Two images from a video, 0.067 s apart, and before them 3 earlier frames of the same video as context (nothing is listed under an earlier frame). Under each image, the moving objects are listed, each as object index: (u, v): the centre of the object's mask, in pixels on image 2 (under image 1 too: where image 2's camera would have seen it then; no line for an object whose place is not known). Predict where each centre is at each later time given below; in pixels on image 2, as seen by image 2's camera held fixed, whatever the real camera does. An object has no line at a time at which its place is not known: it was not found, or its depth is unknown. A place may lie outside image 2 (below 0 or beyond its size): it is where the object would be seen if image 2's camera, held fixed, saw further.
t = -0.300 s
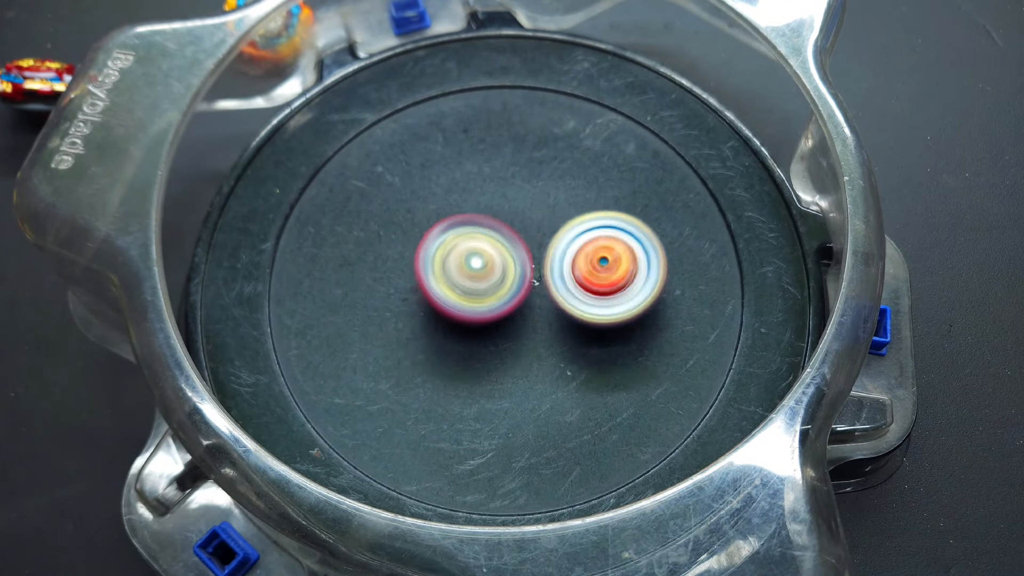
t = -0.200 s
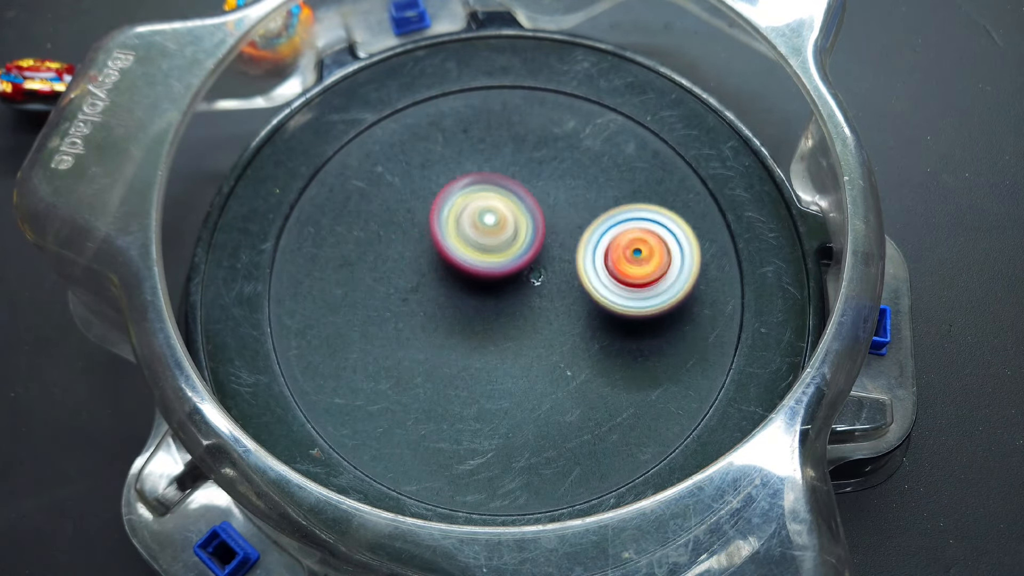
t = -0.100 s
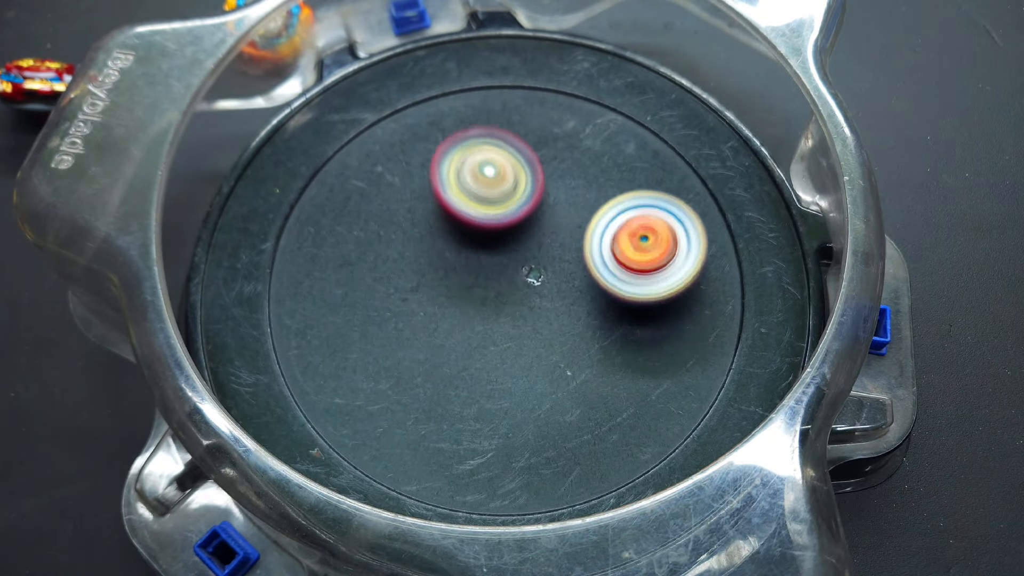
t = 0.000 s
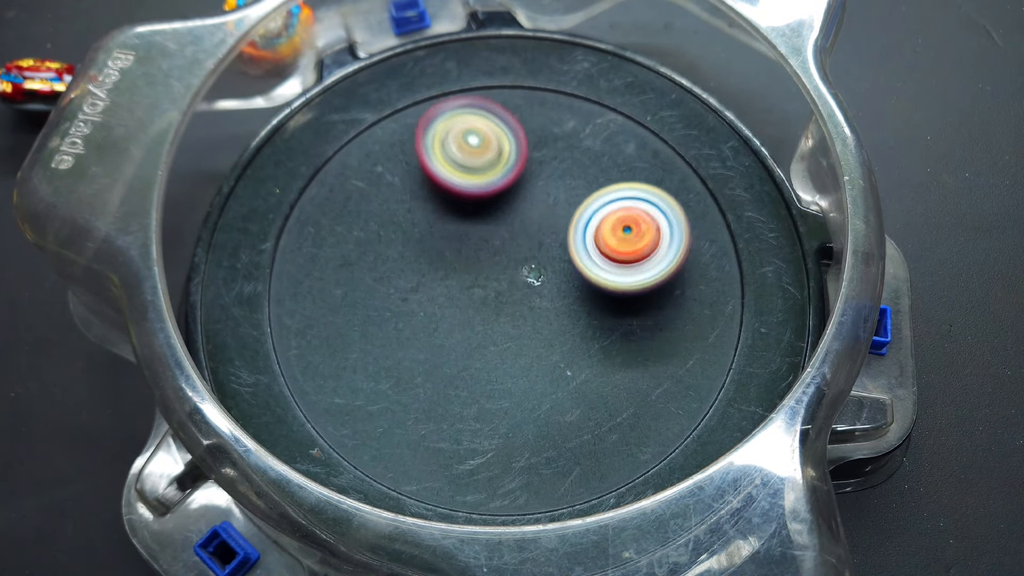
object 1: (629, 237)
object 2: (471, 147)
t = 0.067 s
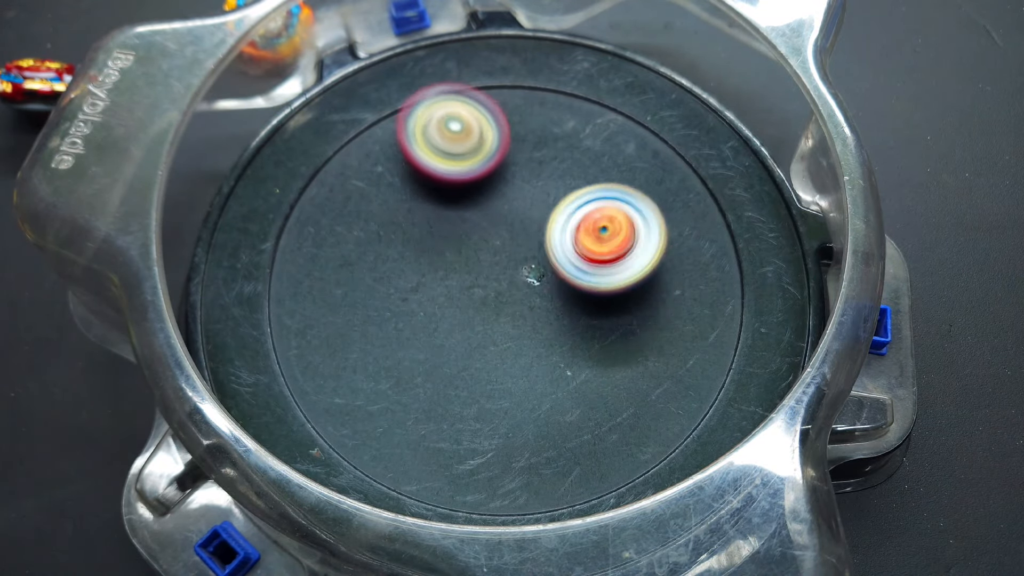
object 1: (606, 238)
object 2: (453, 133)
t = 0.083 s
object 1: (599, 239)
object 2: (447, 131)
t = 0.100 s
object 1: (593, 241)
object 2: (441, 128)
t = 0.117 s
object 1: (586, 245)
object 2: (436, 127)
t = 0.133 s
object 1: (581, 249)
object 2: (429, 125)
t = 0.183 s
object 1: (563, 263)
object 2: (409, 124)
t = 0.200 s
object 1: (558, 269)
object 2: (403, 124)
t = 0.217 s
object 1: (554, 275)
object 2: (397, 126)
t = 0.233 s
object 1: (551, 282)
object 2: (390, 128)
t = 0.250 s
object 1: (547, 288)
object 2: (384, 132)
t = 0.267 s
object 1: (545, 293)
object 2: (378, 136)
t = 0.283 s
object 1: (544, 299)
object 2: (373, 142)
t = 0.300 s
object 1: (544, 305)
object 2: (367, 148)
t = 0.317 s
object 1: (544, 311)
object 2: (363, 155)
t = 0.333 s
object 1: (544, 316)
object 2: (359, 163)
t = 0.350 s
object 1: (545, 320)
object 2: (355, 173)
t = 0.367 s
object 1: (548, 325)
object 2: (353, 183)
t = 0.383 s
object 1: (551, 329)
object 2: (351, 192)
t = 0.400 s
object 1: (554, 333)
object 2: (350, 204)
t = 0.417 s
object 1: (558, 336)
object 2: (351, 215)
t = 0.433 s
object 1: (561, 338)
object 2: (353, 228)
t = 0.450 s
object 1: (565, 339)
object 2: (357, 241)
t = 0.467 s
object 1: (570, 341)
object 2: (363, 254)
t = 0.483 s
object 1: (574, 342)
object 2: (370, 266)
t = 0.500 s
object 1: (580, 342)
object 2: (380, 279)
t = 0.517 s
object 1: (584, 342)
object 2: (391, 291)
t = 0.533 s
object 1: (588, 341)
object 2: (403, 302)
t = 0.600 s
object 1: (605, 333)
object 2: (467, 336)
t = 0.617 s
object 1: (610, 330)
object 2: (484, 342)
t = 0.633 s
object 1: (625, 328)
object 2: (491, 341)
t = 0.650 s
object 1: (645, 326)
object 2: (497, 338)
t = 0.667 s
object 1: (663, 326)
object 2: (503, 338)
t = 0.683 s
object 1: (678, 325)
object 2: (508, 337)
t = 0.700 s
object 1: (691, 325)
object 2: (515, 330)
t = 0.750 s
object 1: (718, 318)
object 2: (535, 315)
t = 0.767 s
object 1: (723, 314)
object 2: (542, 309)
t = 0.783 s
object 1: (725, 310)
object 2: (548, 303)
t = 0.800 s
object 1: (726, 306)
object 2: (555, 294)
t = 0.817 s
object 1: (726, 302)
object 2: (562, 283)
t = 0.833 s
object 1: (723, 298)
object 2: (568, 275)
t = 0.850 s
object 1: (718, 295)
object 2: (574, 265)
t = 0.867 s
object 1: (712, 289)
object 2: (580, 254)
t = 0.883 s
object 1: (705, 285)
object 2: (585, 244)
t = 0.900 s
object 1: (698, 278)
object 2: (588, 231)
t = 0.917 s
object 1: (693, 275)
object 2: (590, 219)
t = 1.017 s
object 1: (677, 268)
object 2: (569, 126)
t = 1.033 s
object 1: (674, 267)
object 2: (563, 112)
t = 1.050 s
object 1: (671, 267)
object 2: (558, 98)
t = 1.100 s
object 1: (658, 266)
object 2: (537, 62)
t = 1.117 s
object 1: (653, 266)
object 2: (529, 53)
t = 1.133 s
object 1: (648, 266)
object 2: (520, 48)
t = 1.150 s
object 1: (643, 267)
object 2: (511, 43)
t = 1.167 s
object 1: (637, 268)
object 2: (502, 40)
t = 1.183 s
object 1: (631, 268)
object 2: (492, 42)
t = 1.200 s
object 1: (624, 270)
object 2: (483, 44)
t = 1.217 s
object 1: (618, 271)
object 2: (474, 48)
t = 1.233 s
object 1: (611, 273)
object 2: (465, 51)
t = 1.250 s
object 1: (603, 275)
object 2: (455, 57)
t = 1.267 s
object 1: (596, 277)
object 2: (448, 63)
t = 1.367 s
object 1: (553, 292)
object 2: (404, 131)
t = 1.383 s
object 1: (547, 294)
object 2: (399, 145)
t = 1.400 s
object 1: (541, 298)
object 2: (394, 161)
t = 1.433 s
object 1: (530, 305)
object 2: (389, 193)
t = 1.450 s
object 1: (525, 308)
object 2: (388, 211)
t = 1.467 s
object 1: (521, 312)
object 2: (389, 228)
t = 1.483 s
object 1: (517, 316)
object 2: (391, 245)
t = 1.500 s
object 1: (515, 321)
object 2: (395, 264)
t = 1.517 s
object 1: (513, 327)
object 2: (400, 281)
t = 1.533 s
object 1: (520, 337)
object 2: (398, 292)
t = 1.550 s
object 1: (526, 346)
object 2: (397, 303)
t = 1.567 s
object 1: (534, 356)
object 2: (398, 315)
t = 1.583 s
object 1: (541, 362)
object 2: (401, 326)
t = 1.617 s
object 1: (557, 376)
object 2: (413, 346)
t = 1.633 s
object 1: (564, 380)
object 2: (421, 354)
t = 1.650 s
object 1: (571, 385)
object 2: (429, 363)
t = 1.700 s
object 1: (601, 395)
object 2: (458, 378)
